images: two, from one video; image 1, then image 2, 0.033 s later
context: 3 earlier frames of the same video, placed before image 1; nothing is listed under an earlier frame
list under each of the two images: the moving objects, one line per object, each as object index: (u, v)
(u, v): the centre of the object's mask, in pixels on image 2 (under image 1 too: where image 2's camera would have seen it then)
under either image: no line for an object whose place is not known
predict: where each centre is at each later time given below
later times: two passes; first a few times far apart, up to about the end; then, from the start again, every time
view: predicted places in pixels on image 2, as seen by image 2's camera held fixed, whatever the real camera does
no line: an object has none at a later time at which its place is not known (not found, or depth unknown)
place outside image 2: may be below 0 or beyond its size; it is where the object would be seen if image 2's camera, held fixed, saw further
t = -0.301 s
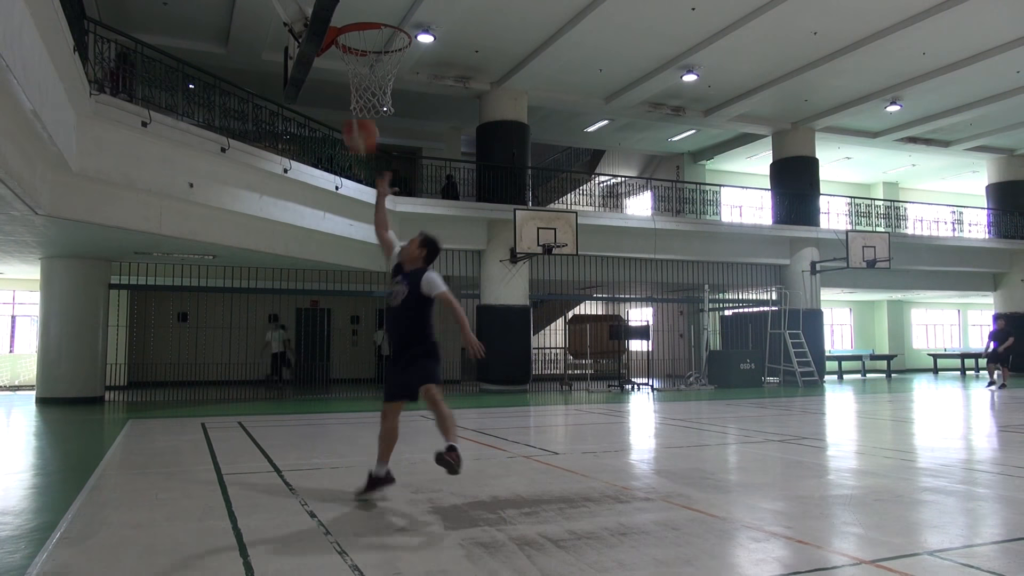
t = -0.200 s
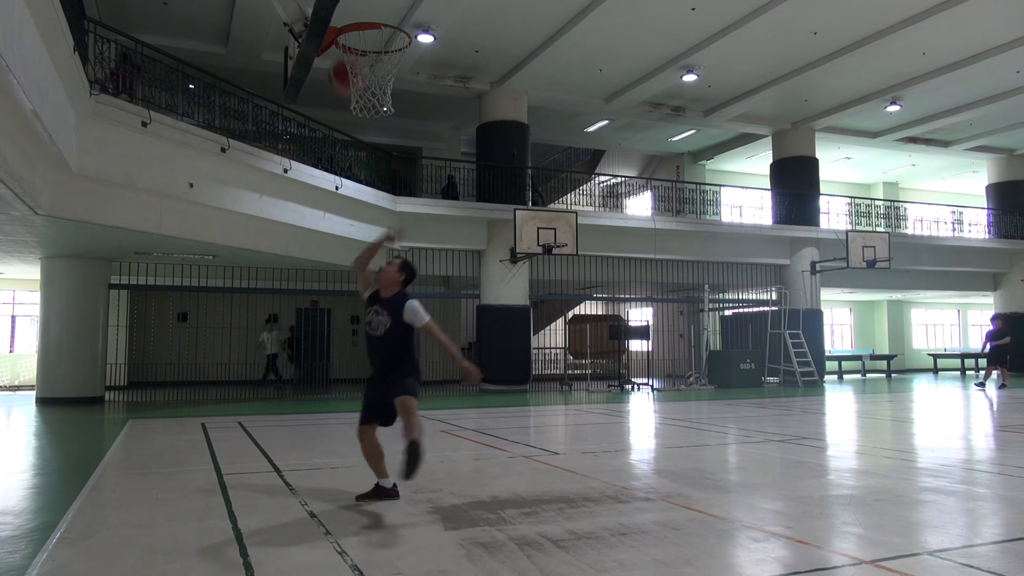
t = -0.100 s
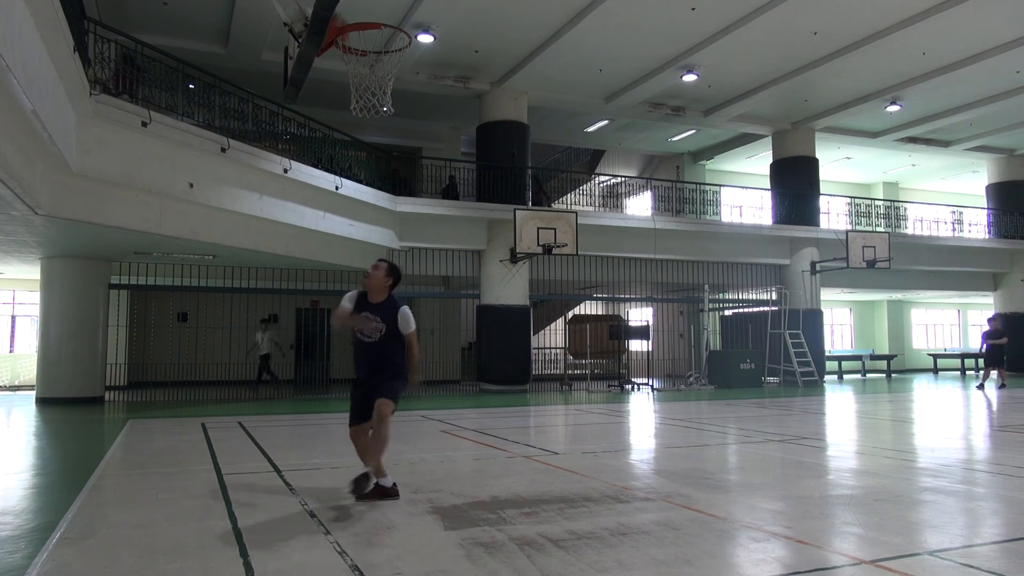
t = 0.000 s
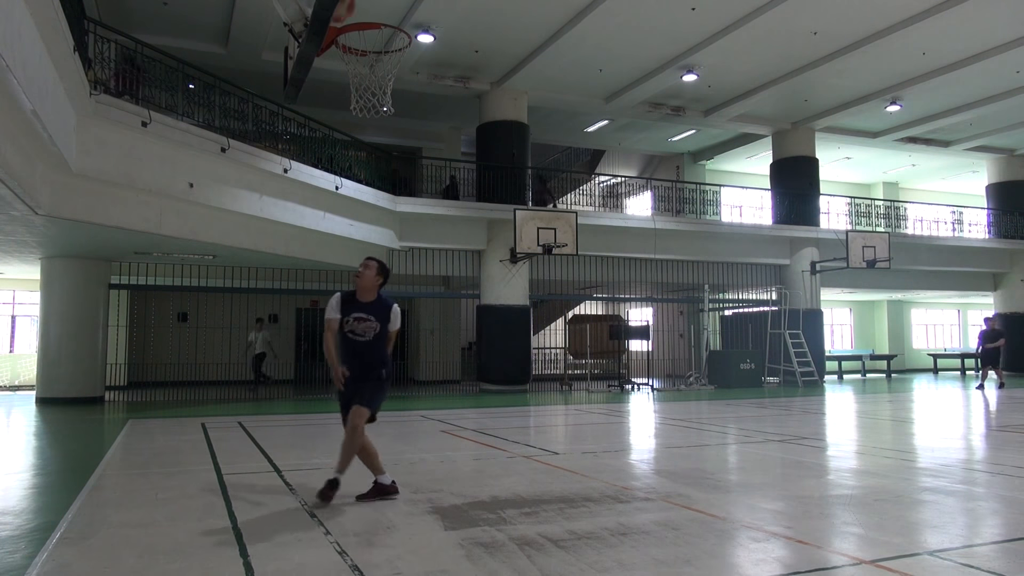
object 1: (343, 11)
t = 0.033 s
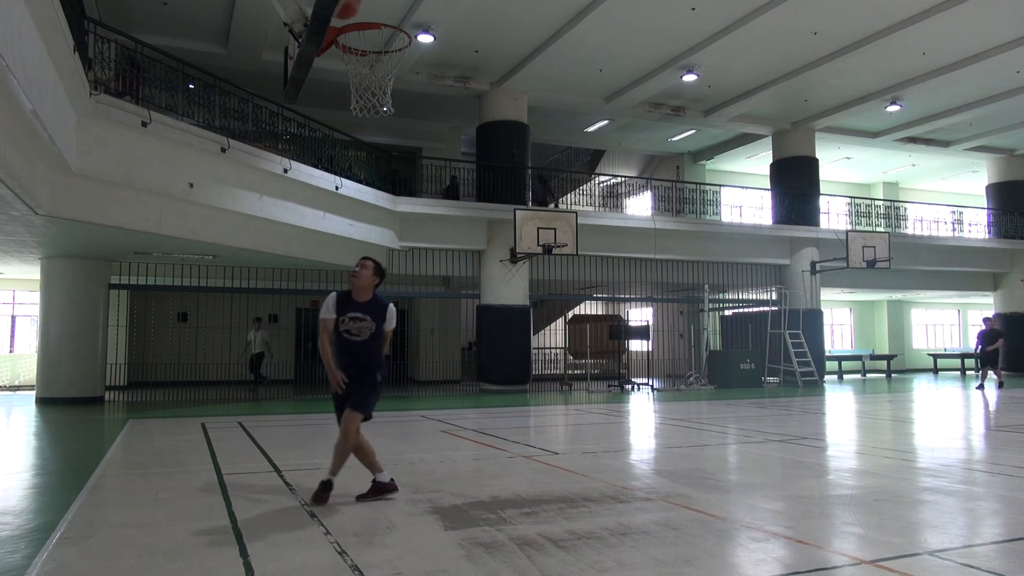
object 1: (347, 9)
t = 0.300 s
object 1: (390, 32)
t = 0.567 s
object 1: (340, 77)
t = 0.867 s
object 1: (365, 125)
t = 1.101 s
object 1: (394, 251)
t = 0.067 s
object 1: (350, 8)
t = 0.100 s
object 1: (355, 8)
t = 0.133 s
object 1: (359, 8)
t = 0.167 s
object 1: (365, 10)
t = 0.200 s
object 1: (372, 11)
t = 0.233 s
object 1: (378, 14)
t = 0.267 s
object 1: (384, 22)
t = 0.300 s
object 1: (390, 32)
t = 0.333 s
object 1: (386, 43)
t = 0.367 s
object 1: (376, 49)
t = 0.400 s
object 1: (366, 61)
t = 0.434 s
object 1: (357, 70)
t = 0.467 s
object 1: (349, 76)
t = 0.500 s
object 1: (346, 76)
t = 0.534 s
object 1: (342, 78)
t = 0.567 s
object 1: (340, 77)
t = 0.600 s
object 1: (339, 79)
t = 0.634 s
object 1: (339, 80)
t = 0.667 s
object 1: (341, 83)
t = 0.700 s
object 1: (342, 87)
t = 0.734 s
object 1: (347, 92)
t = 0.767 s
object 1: (353, 98)
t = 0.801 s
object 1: (358, 107)
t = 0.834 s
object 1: (361, 114)
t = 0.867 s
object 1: (365, 125)
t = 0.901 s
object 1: (370, 139)
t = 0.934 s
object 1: (374, 152)
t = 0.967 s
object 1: (378, 167)
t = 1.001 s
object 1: (382, 184)
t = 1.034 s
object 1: (386, 205)
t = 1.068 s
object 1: (390, 227)
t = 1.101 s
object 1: (394, 251)
